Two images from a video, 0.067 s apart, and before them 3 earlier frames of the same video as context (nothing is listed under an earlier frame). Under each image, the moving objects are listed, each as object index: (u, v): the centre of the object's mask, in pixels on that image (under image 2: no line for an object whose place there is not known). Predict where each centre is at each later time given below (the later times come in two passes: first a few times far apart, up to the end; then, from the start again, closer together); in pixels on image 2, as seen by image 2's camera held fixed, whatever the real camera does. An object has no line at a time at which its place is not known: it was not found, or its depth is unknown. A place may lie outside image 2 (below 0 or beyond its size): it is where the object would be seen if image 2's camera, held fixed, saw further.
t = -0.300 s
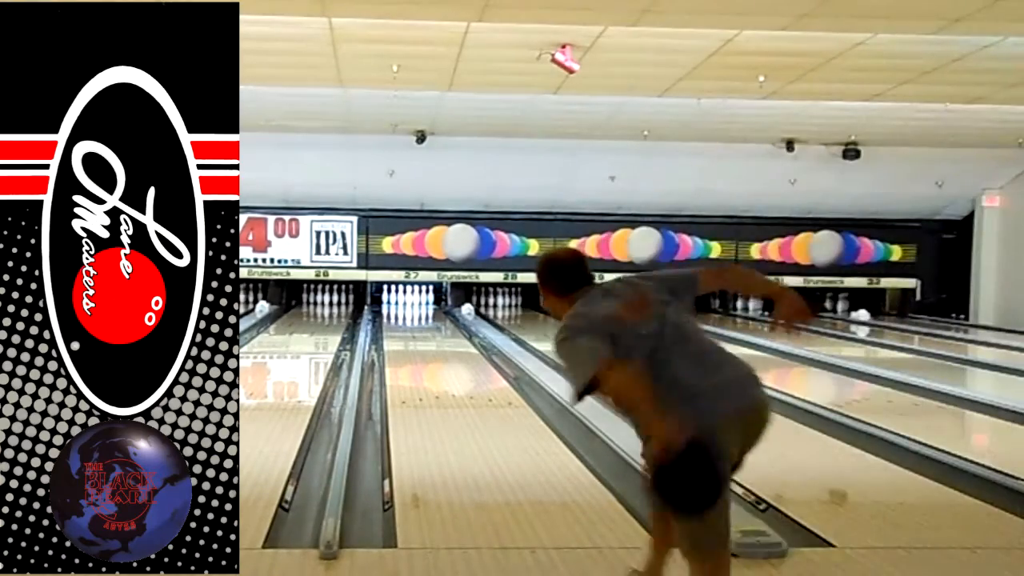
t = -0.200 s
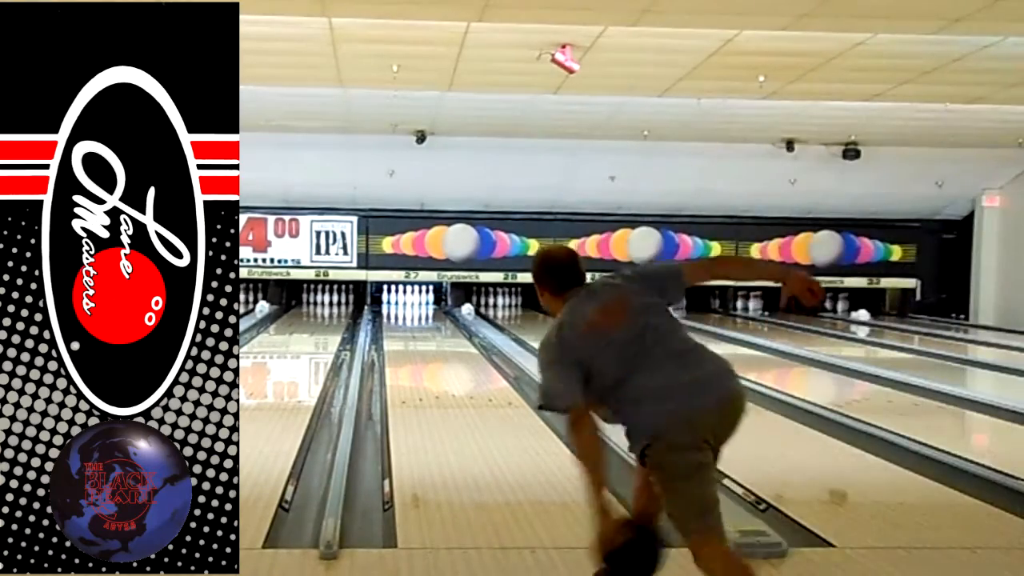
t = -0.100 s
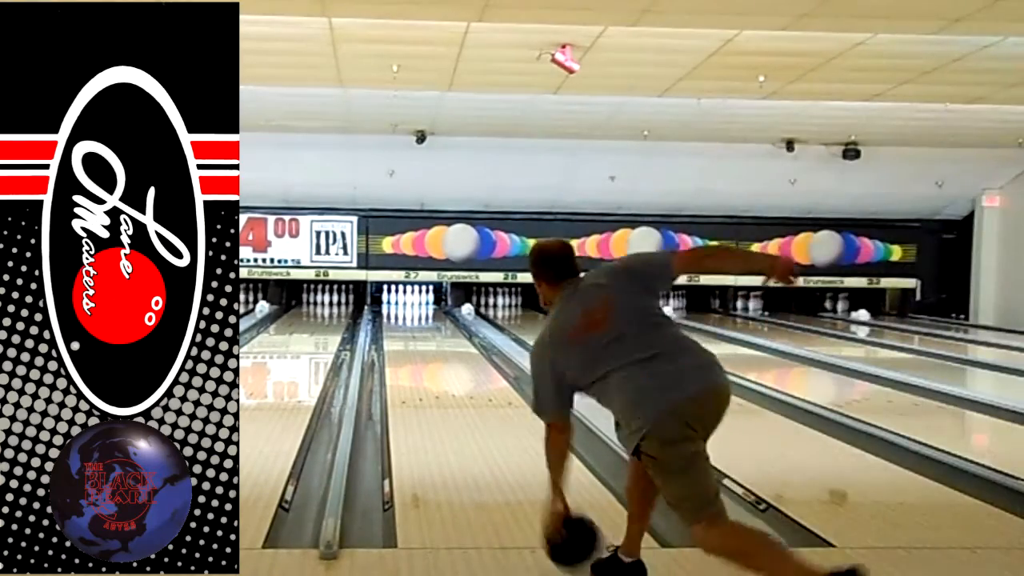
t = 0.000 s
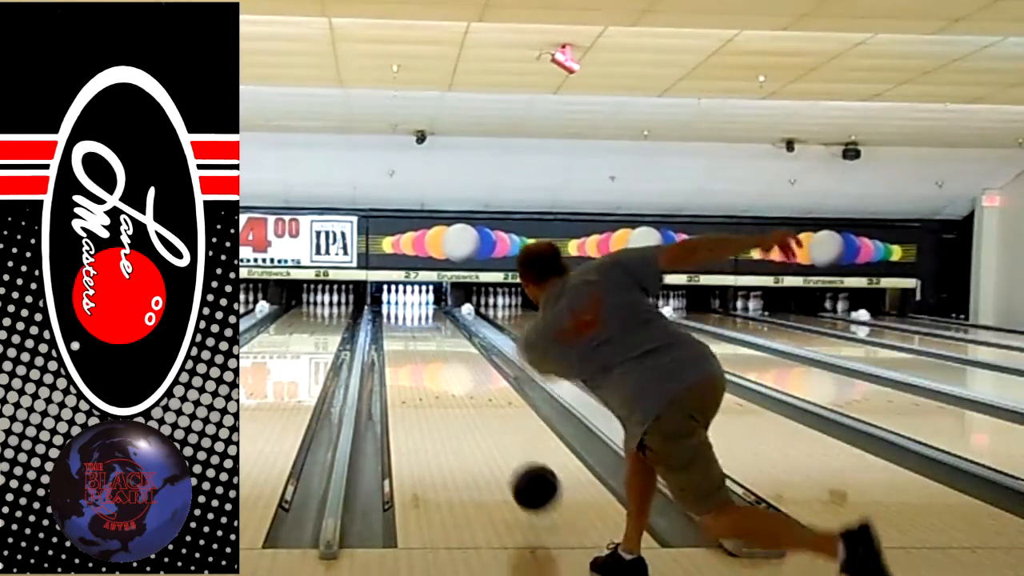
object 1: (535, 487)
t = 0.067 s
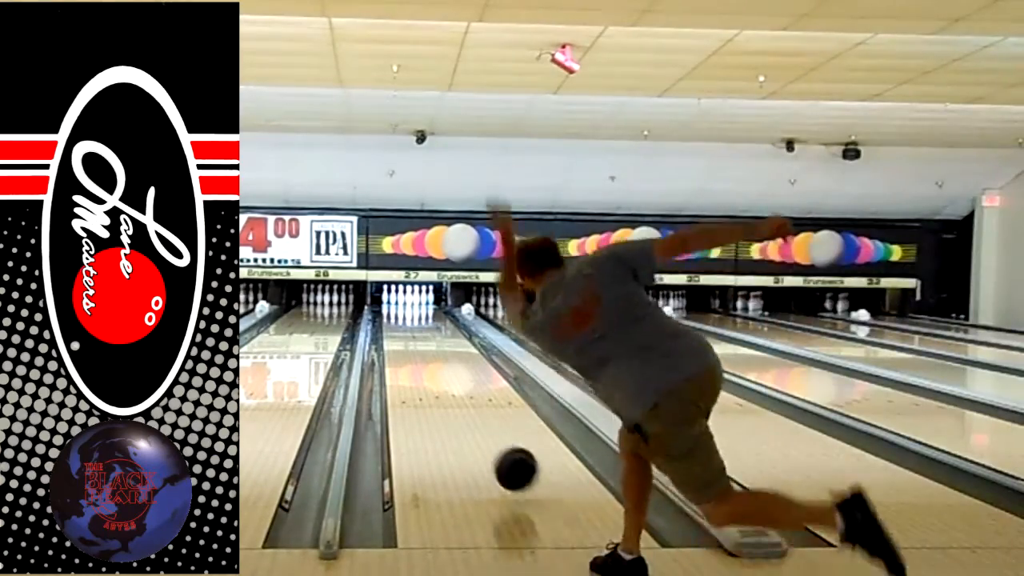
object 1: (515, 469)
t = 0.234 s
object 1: (481, 437)
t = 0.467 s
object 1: (450, 396)
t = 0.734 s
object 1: (428, 366)
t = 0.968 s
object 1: (415, 349)
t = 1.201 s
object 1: (406, 335)
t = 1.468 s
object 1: (398, 325)
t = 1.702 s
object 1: (393, 317)
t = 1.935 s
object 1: (393, 311)
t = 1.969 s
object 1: (393, 310)
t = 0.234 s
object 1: (481, 437)
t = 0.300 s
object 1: (470, 421)
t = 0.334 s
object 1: (466, 415)
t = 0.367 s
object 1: (461, 409)
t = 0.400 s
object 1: (458, 405)
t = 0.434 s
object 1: (454, 401)
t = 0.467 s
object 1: (450, 396)
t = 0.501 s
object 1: (447, 391)
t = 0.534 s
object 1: (443, 387)
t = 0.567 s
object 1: (441, 383)
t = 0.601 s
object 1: (438, 379)
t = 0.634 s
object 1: (435, 375)
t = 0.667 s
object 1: (432, 372)
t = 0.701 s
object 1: (430, 369)
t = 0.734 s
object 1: (428, 366)
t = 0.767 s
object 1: (426, 363)
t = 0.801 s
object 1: (424, 361)
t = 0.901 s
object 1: (418, 353)
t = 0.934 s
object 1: (417, 351)
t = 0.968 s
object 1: (415, 349)
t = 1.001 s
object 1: (413, 347)
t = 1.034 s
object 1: (412, 345)
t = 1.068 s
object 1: (410, 343)
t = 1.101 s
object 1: (409, 341)
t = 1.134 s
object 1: (408, 339)
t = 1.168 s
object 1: (407, 337)
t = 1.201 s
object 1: (406, 335)
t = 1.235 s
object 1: (404, 334)
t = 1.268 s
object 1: (403, 333)
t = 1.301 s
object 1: (402, 332)
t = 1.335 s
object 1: (401, 330)
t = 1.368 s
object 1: (400, 329)
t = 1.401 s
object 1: (399, 328)
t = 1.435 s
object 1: (399, 326)
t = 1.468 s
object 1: (398, 325)
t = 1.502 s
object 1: (397, 324)
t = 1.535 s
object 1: (397, 323)
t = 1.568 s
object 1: (395, 321)
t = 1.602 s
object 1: (395, 320)
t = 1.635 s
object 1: (394, 319)
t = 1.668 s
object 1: (394, 318)
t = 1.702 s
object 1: (393, 317)
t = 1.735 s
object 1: (394, 316)
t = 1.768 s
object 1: (393, 315)
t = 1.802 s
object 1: (393, 314)
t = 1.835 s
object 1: (392, 314)
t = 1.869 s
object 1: (393, 313)
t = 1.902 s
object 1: (393, 312)
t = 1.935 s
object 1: (393, 311)
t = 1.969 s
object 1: (393, 310)
